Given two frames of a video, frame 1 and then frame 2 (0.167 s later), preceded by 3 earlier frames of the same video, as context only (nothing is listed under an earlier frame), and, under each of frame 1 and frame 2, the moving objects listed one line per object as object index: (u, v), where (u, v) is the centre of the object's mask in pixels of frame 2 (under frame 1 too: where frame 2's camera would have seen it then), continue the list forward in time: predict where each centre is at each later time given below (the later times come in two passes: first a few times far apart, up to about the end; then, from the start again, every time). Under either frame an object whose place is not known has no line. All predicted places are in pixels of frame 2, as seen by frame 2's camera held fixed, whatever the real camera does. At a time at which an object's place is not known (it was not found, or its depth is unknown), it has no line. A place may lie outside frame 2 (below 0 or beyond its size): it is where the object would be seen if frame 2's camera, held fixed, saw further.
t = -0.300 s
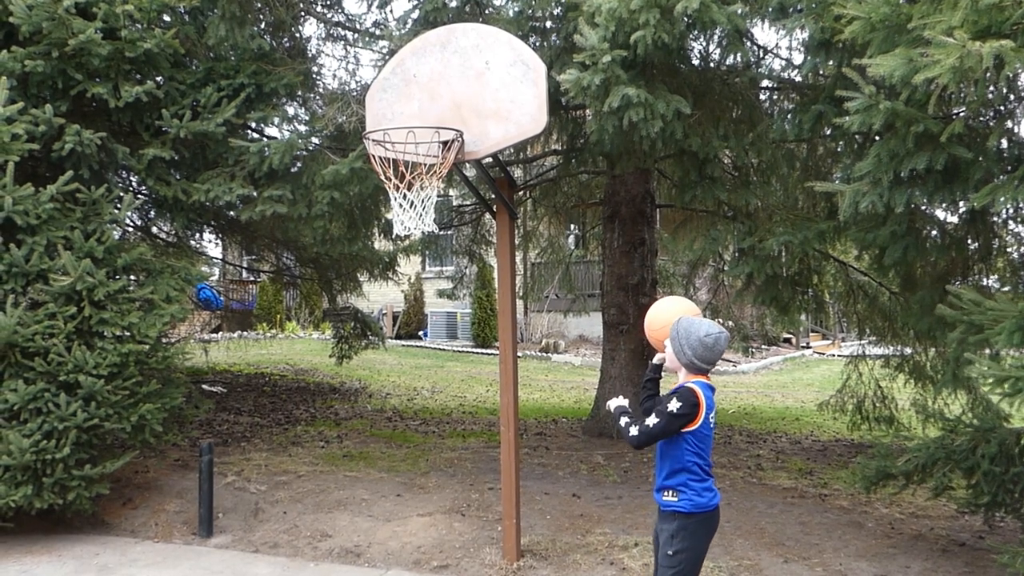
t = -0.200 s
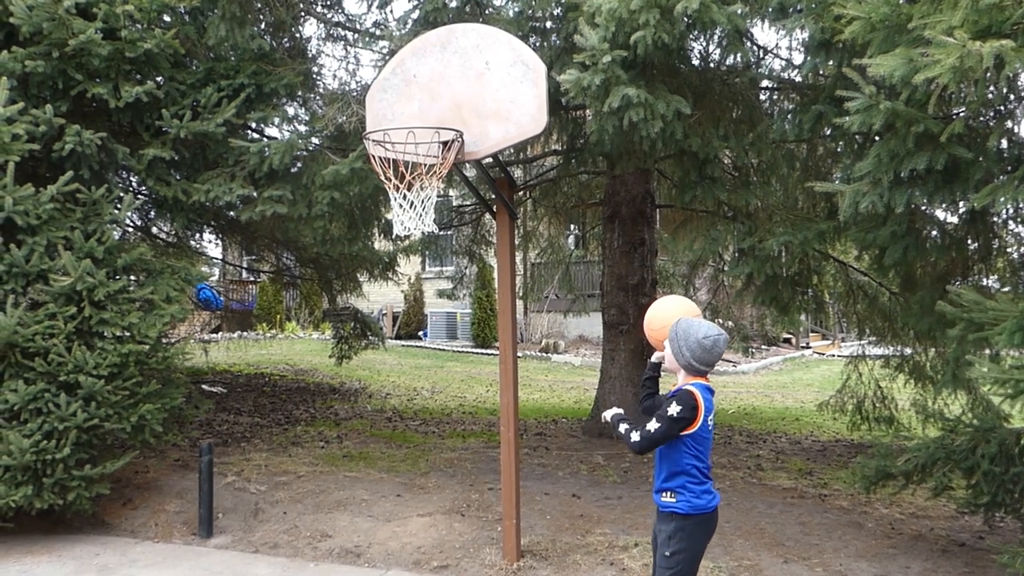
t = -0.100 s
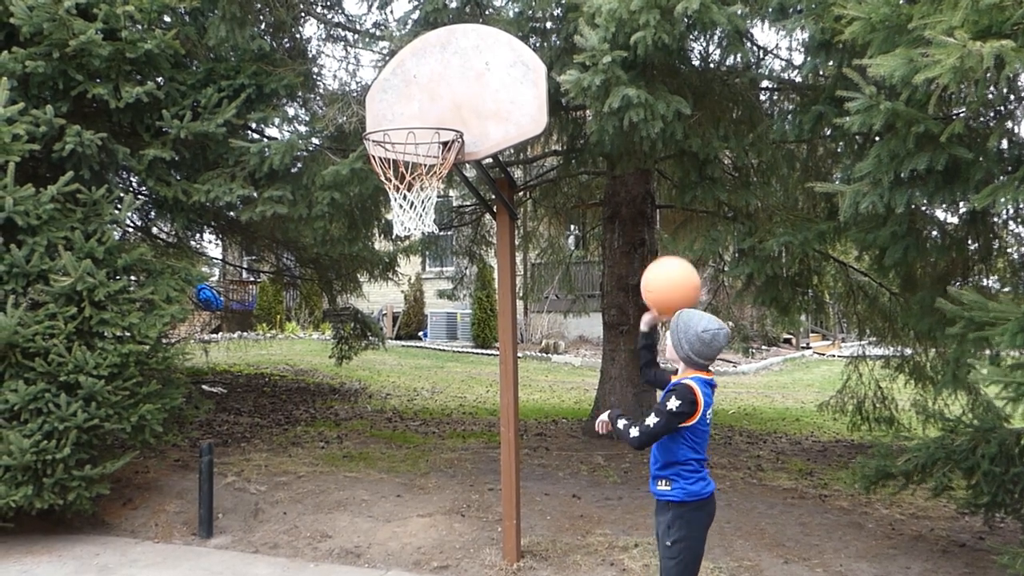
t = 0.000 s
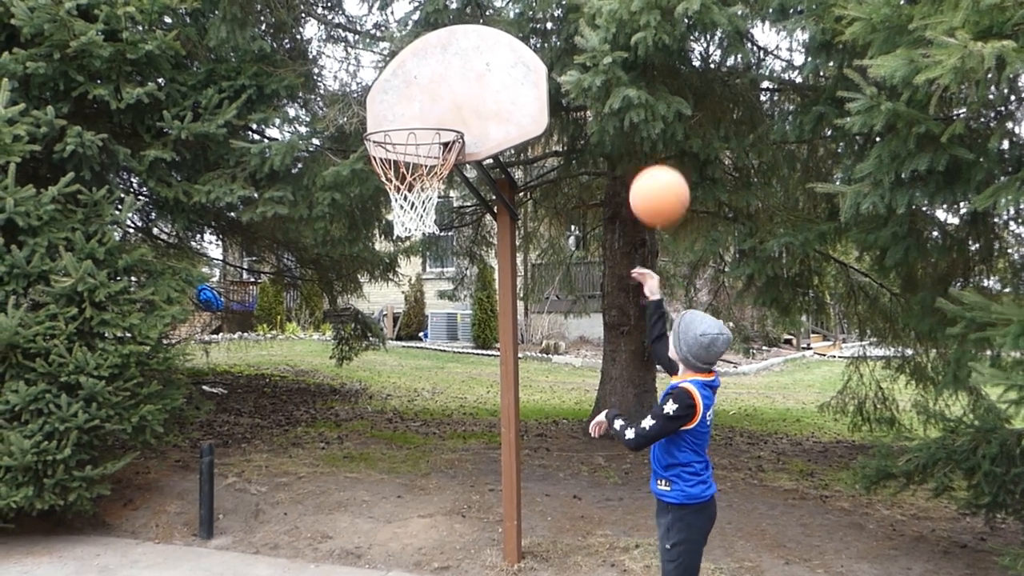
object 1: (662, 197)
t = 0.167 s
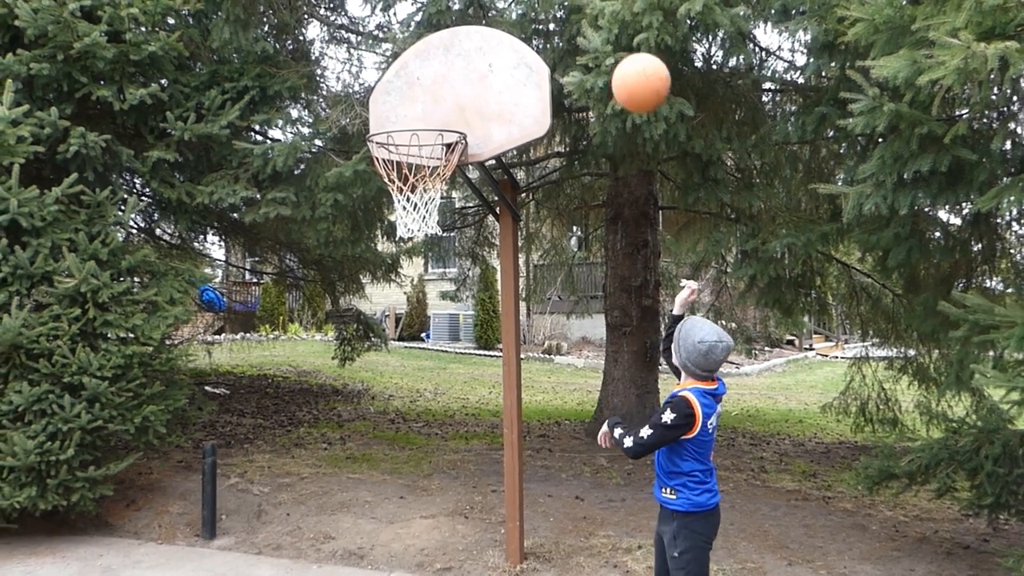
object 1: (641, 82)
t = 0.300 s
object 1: (625, 39)
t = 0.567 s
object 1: (595, 74)
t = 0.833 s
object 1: (567, 270)
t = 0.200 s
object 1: (637, 68)
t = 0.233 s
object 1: (633, 55)
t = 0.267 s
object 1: (629, 46)
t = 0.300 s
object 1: (625, 39)
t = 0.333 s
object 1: (621, 34)
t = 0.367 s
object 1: (617, 32)
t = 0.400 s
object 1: (613, 33)
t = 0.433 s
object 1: (610, 36)
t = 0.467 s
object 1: (606, 42)
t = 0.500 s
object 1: (603, 49)
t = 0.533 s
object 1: (599, 60)
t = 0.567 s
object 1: (595, 74)
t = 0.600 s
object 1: (591, 89)
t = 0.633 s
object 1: (588, 107)
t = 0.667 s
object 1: (585, 129)
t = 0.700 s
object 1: (581, 152)
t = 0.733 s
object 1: (578, 178)
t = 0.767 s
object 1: (574, 206)
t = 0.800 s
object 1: (570, 236)
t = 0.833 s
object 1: (567, 270)
